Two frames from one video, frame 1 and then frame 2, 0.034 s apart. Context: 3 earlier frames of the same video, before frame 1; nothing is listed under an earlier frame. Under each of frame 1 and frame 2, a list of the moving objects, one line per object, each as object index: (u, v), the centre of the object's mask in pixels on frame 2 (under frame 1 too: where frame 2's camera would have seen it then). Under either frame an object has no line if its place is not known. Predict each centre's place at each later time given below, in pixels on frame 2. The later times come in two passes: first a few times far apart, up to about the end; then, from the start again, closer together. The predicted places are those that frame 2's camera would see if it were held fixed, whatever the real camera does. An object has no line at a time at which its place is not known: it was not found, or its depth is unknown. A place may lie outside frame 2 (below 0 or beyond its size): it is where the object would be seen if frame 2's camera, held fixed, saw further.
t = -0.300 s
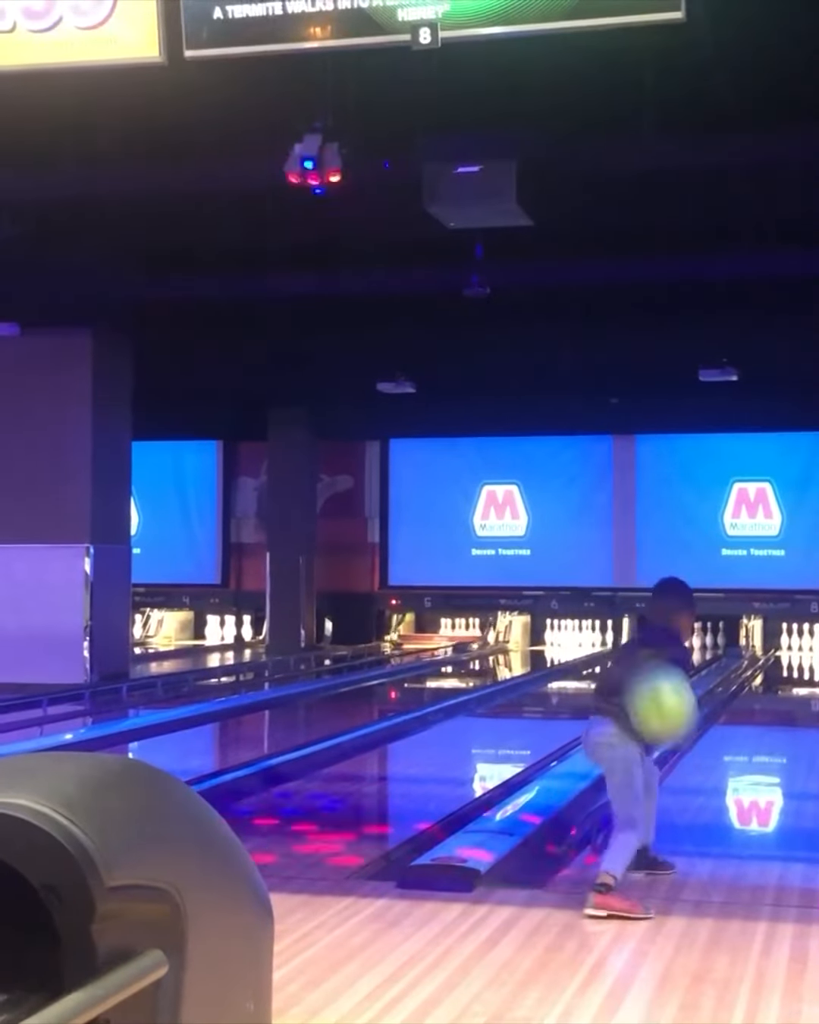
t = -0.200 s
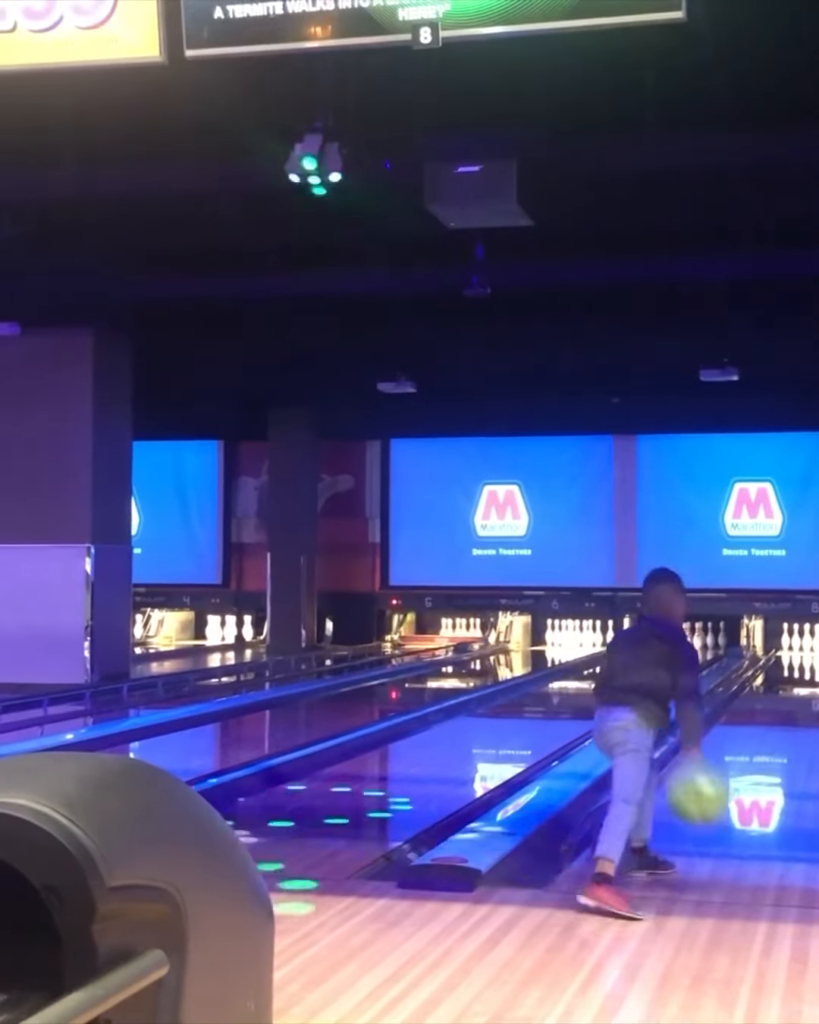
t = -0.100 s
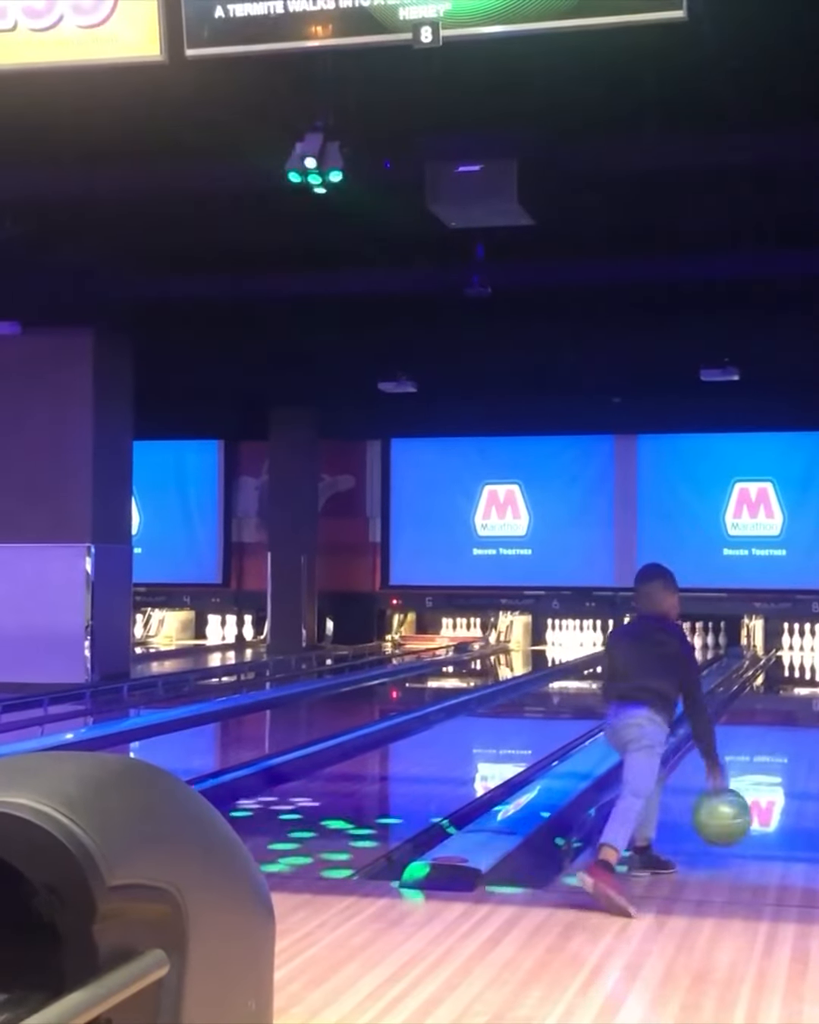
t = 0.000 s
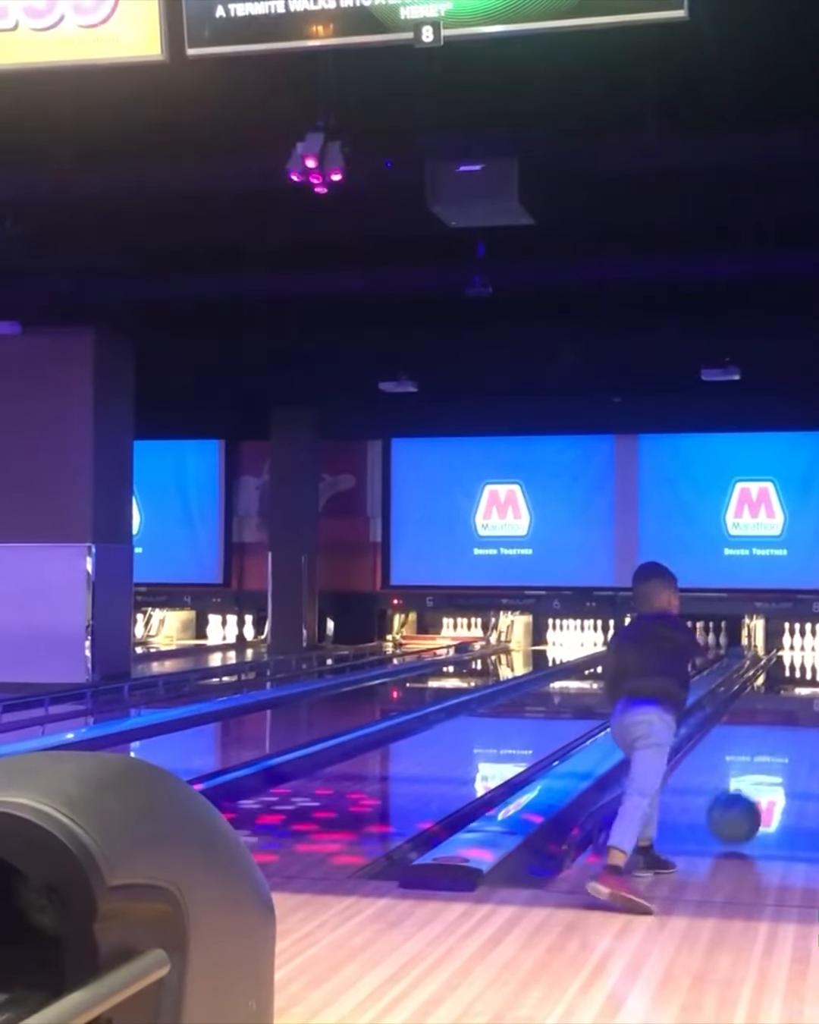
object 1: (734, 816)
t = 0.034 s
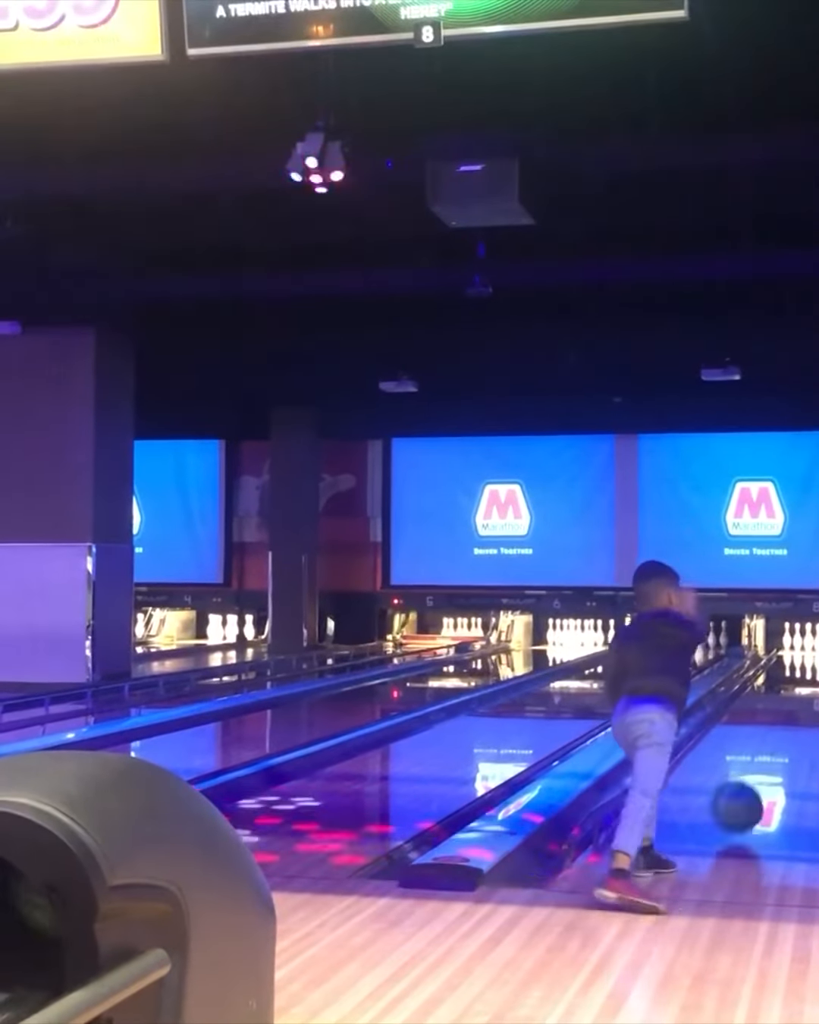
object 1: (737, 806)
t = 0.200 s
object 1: (750, 778)
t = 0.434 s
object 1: (765, 754)
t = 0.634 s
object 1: (774, 729)
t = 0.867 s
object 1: (782, 714)
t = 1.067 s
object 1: (787, 701)
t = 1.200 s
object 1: (790, 693)
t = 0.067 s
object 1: (739, 795)
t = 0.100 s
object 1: (742, 790)
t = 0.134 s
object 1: (745, 788)
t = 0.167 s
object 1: (748, 783)
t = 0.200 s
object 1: (750, 778)
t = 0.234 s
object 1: (753, 774)
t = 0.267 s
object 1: (755, 770)
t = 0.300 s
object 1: (757, 764)
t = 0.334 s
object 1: (759, 760)
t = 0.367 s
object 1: (761, 758)
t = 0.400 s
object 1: (763, 755)
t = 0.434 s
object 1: (765, 754)
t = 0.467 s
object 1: (768, 748)
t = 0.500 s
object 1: (769, 744)
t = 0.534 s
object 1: (769, 740)
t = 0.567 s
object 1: (771, 736)
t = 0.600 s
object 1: (772, 732)
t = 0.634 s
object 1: (774, 729)
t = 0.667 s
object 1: (775, 727)
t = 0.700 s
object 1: (777, 724)
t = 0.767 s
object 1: (779, 719)
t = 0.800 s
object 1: (780, 717)
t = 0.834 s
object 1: (781, 715)
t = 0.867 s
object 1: (782, 714)
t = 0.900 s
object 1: (784, 710)
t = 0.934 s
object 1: (785, 708)
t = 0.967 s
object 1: (786, 706)
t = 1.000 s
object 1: (786, 704)
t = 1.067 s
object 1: (787, 701)
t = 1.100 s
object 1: (788, 699)
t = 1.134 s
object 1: (788, 696)
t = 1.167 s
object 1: (789, 695)
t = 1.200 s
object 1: (790, 693)
